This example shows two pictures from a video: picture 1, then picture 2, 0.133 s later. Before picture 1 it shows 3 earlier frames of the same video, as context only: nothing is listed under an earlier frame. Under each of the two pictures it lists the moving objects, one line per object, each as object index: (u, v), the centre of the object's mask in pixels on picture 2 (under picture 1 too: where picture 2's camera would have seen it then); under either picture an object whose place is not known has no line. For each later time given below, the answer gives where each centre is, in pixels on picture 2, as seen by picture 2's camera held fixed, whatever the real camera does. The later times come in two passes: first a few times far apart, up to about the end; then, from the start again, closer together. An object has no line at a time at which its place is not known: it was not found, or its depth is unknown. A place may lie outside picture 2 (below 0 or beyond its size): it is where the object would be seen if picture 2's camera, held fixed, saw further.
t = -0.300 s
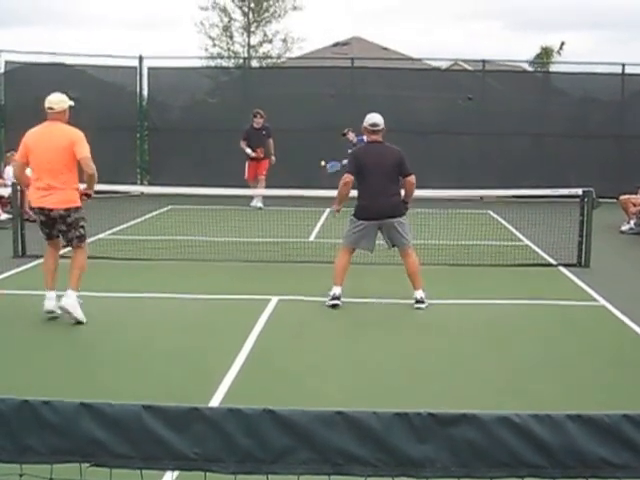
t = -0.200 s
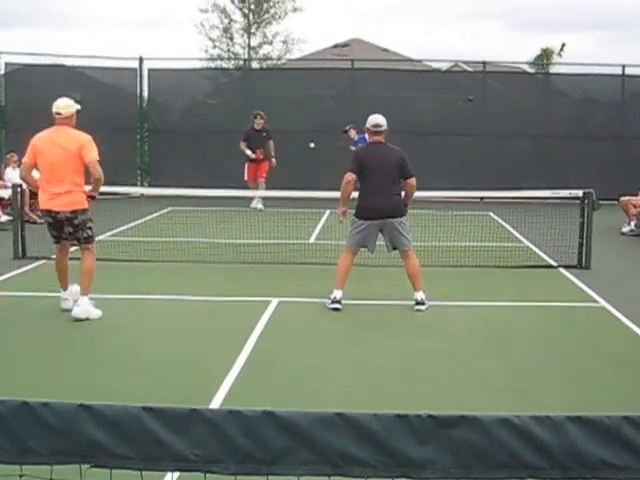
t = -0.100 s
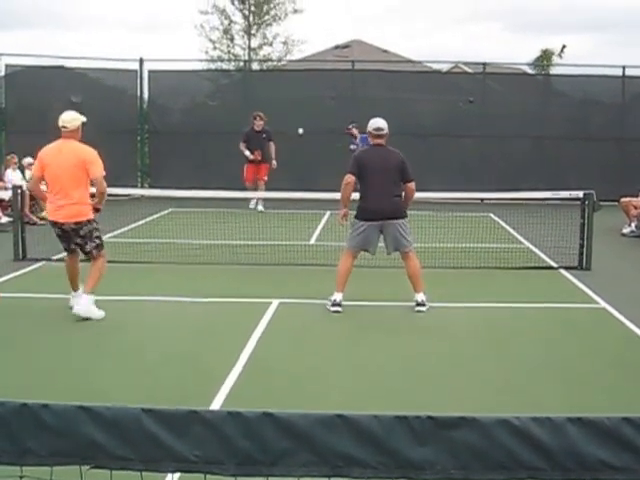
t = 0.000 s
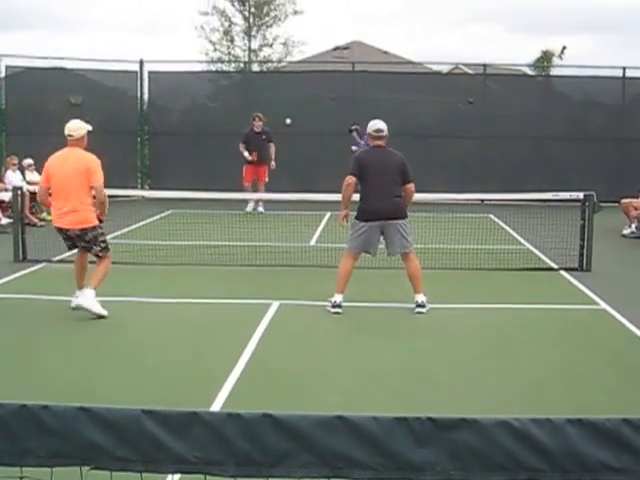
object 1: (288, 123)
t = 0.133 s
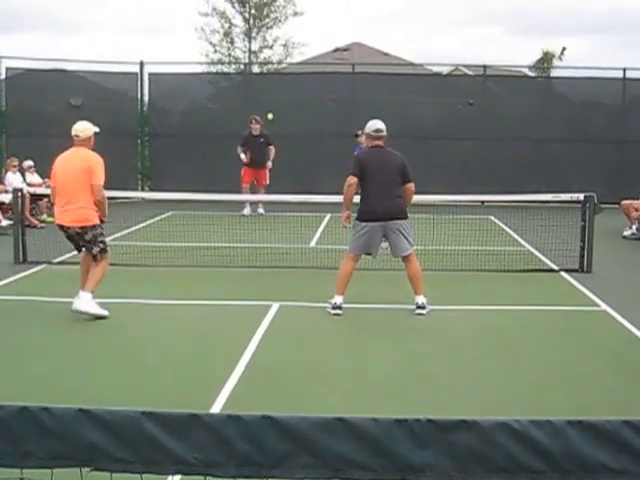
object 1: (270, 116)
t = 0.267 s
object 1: (251, 121)
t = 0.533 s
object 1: (207, 176)
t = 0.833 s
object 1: (157, 280)
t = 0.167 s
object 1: (265, 116)
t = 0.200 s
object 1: (260, 117)
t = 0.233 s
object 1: (256, 119)
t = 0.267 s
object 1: (251, 121)
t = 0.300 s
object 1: (246, 125)
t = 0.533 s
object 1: (207, 176)
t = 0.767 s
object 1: (165, 288)
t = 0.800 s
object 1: (160, 290)
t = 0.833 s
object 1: (157, 280)
